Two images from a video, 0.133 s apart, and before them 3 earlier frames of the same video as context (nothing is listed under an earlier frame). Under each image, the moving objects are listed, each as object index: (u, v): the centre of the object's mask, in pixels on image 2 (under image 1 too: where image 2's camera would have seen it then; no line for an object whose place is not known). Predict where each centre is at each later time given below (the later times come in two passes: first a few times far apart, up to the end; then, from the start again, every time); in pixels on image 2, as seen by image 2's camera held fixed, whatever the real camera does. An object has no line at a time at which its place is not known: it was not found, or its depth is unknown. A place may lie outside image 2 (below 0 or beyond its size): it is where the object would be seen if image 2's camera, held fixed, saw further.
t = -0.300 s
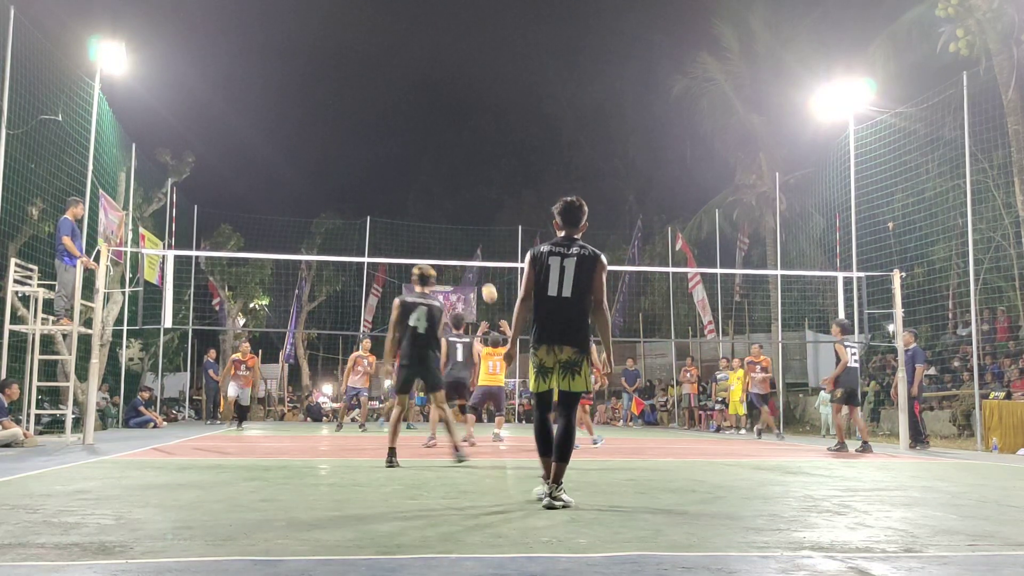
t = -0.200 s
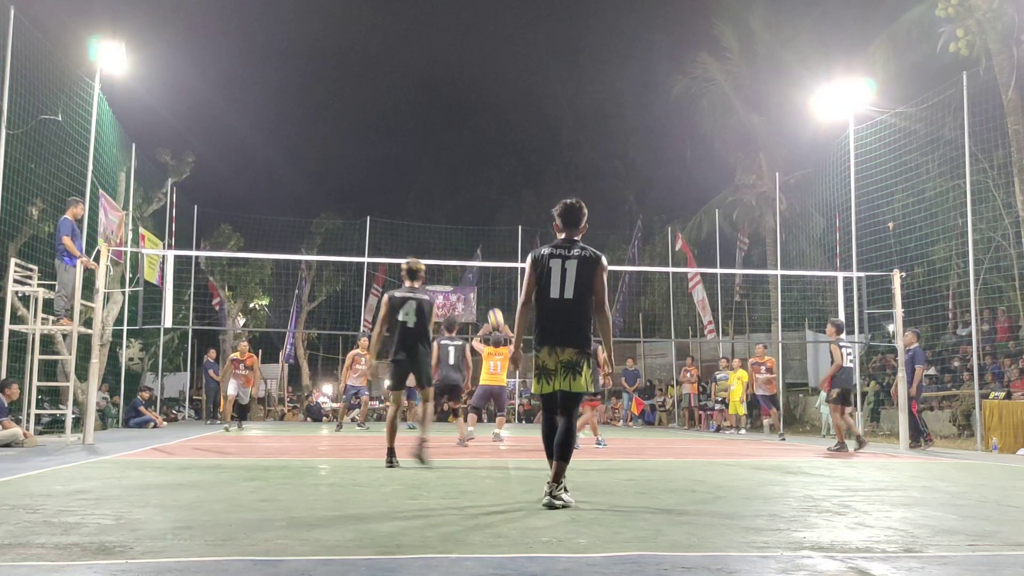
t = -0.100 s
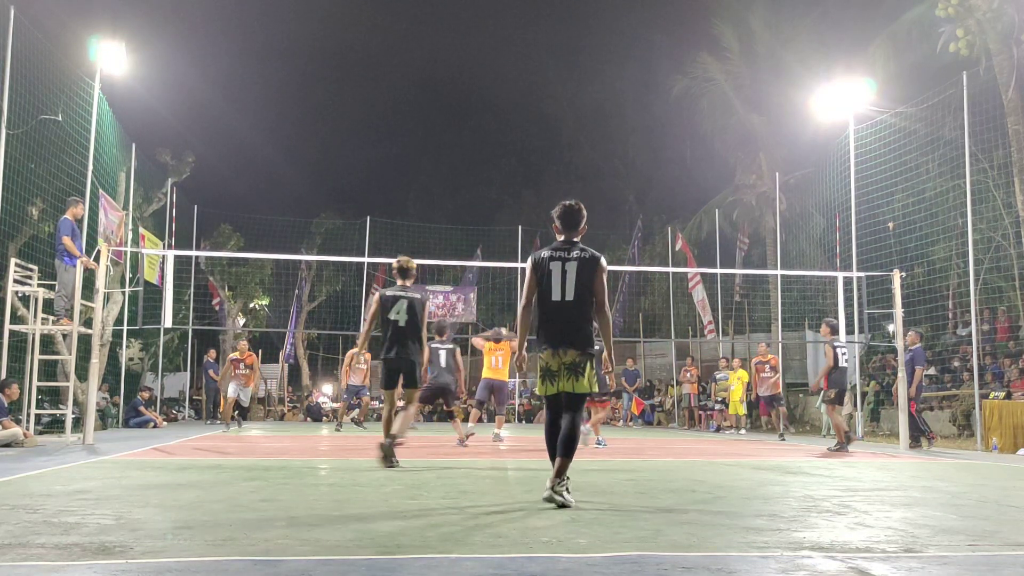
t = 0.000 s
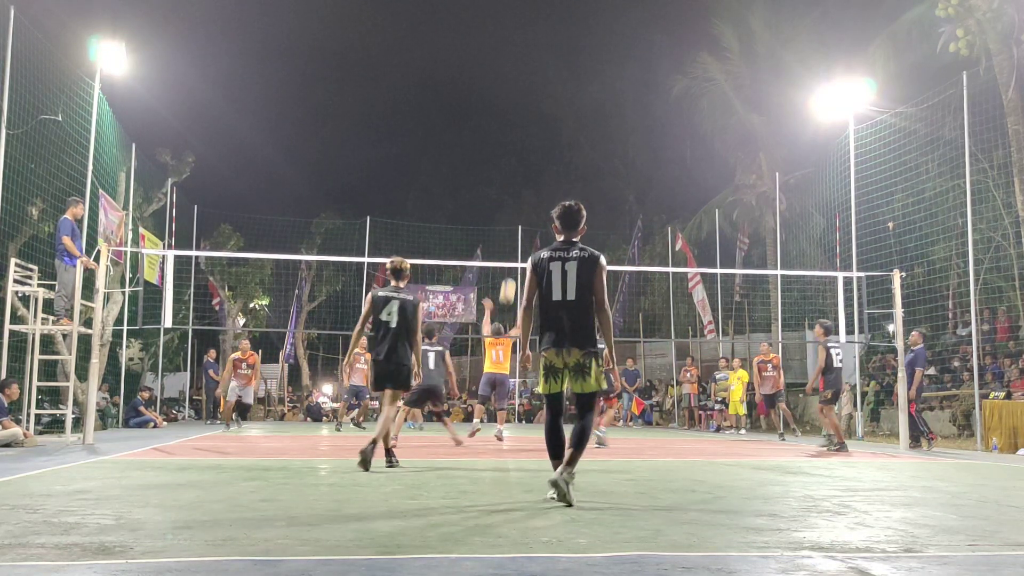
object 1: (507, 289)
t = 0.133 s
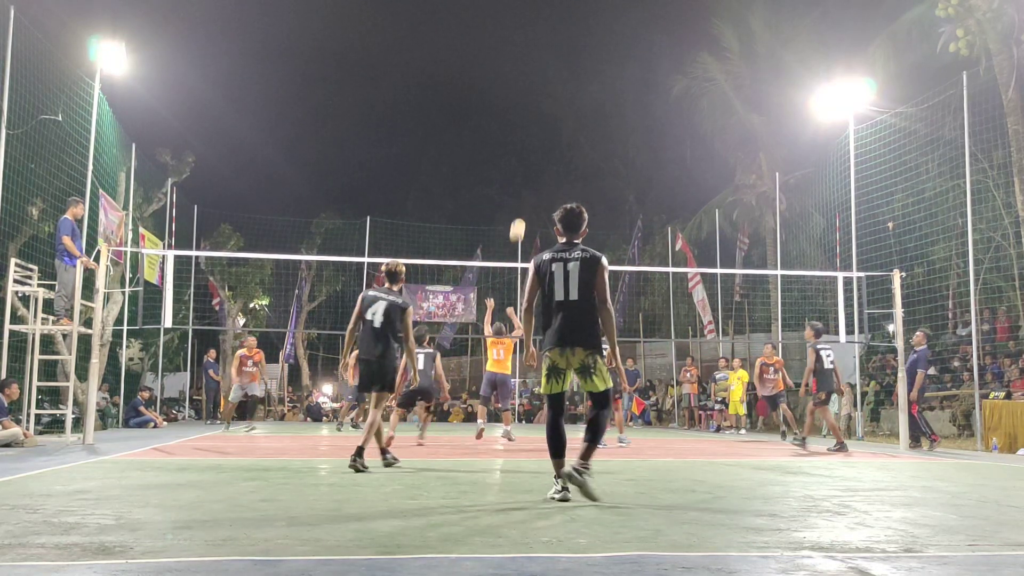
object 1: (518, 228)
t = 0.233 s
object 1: (524, 192)
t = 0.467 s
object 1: (539, 137)
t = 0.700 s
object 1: (552, 118)
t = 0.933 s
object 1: (565, 131)
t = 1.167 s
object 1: (576, 175)
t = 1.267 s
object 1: (581, 203)
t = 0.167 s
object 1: (519, 215)
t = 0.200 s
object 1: (522, 204)
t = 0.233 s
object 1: (524, 192)
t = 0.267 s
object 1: (527, 180)
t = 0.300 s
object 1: (529, 172)
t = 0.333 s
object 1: (531, 164)
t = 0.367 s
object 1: (533, 156)
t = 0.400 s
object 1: (535, 149)
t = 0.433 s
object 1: (537, 143)
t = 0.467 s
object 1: (539, 137)
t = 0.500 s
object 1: (541, 132)
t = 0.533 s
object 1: (543, 128)
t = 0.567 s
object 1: (545, 125)
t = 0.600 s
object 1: (546, 122)
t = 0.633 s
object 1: (548, 120)
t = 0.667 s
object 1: (550, 119)
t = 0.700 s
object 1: (552, 118)
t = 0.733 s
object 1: (554, 118)
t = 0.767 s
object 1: (556, 119)
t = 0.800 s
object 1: (558, 120)
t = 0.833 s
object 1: (559, 122)
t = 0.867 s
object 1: (561, 124)
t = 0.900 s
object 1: (563, 127)
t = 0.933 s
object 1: (565, 131)
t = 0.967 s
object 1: (567, 136)
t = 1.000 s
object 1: (568, 141)
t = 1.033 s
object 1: (570, 146)
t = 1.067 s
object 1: (572, 153)
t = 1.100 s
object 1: (573, 159)
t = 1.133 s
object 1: (575, 167)
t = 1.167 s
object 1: (576, 175)
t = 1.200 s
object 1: (578, 184)
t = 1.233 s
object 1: (579, 193)
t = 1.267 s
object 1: (581, 203)
